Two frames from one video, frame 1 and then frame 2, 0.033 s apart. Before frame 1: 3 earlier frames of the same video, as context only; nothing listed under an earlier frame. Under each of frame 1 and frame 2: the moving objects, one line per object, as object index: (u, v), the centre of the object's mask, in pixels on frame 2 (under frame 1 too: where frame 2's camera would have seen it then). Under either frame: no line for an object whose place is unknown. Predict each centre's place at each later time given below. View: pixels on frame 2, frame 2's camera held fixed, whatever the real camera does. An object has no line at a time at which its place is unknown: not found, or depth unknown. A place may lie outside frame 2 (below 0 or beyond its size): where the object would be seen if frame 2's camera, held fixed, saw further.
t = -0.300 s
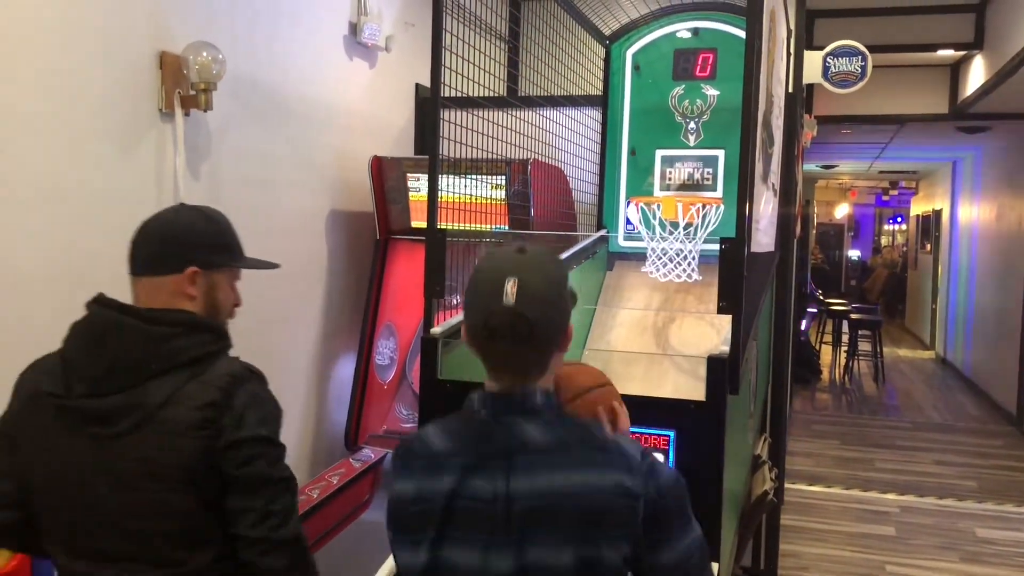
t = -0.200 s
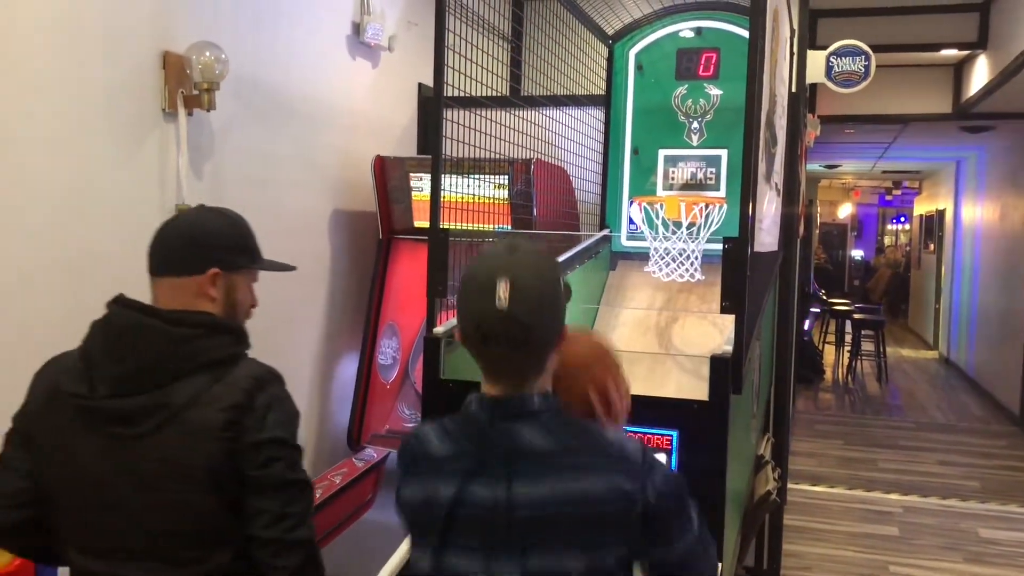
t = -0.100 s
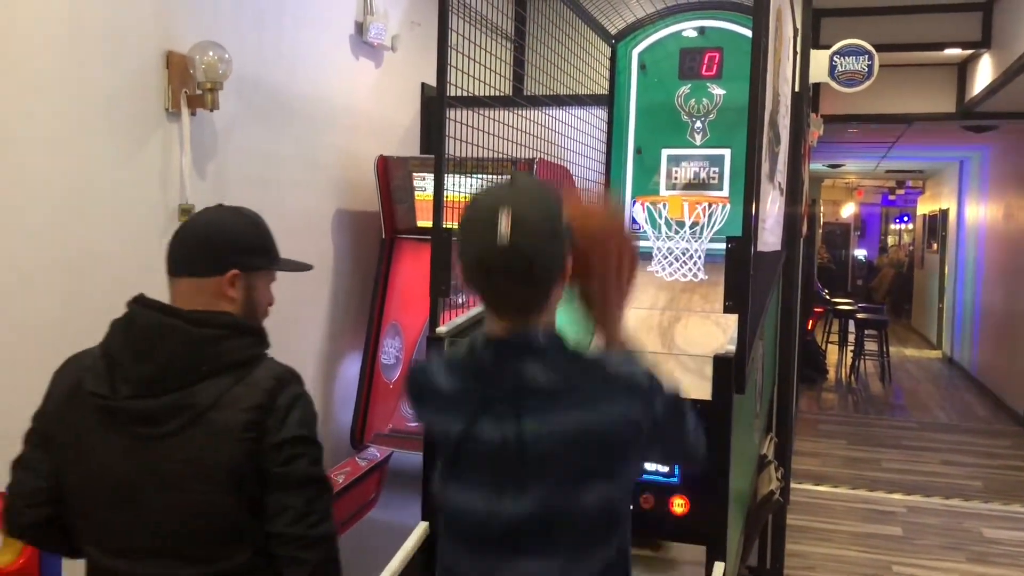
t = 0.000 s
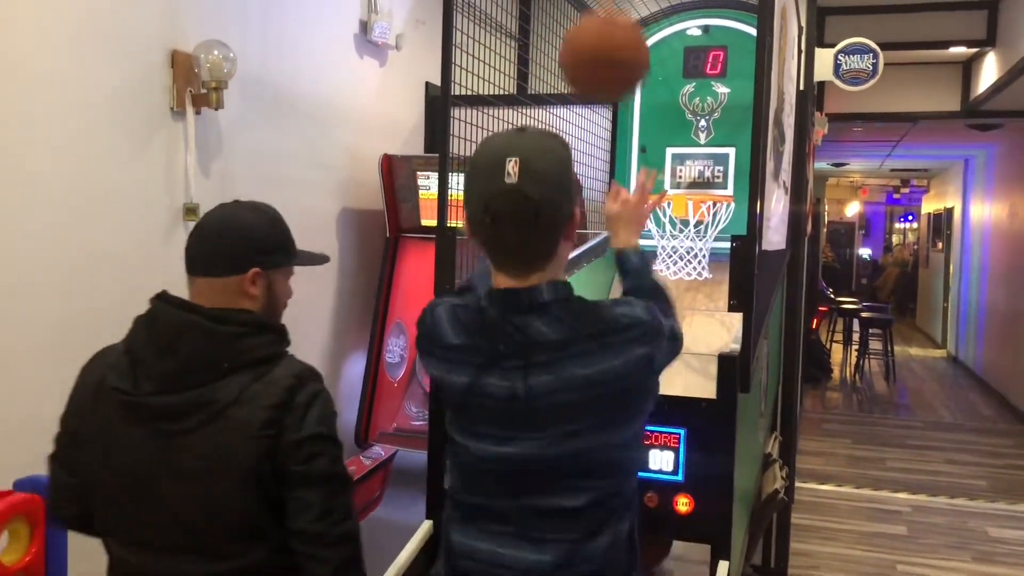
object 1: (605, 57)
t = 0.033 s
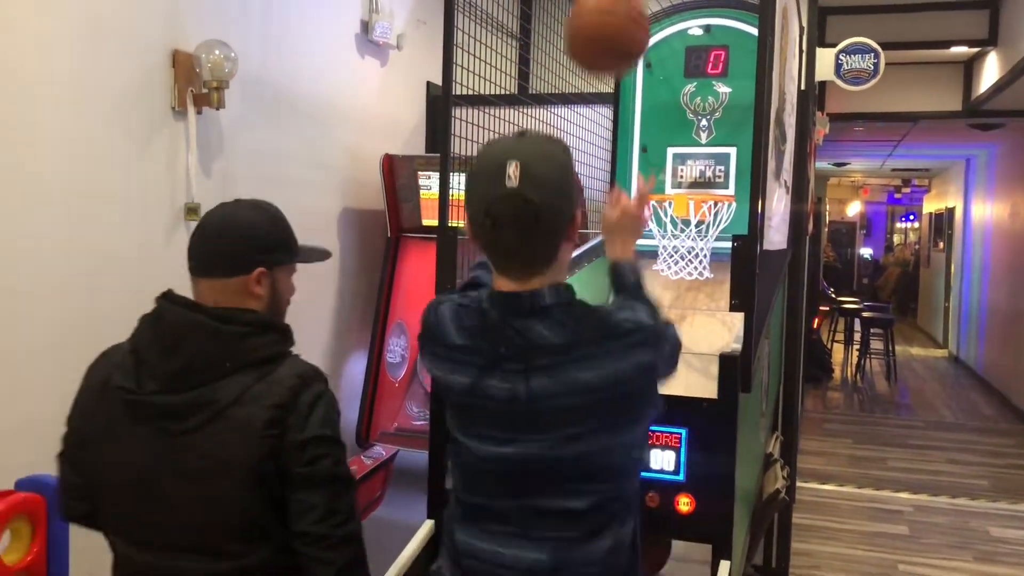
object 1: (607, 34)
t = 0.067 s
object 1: (609, 25)
